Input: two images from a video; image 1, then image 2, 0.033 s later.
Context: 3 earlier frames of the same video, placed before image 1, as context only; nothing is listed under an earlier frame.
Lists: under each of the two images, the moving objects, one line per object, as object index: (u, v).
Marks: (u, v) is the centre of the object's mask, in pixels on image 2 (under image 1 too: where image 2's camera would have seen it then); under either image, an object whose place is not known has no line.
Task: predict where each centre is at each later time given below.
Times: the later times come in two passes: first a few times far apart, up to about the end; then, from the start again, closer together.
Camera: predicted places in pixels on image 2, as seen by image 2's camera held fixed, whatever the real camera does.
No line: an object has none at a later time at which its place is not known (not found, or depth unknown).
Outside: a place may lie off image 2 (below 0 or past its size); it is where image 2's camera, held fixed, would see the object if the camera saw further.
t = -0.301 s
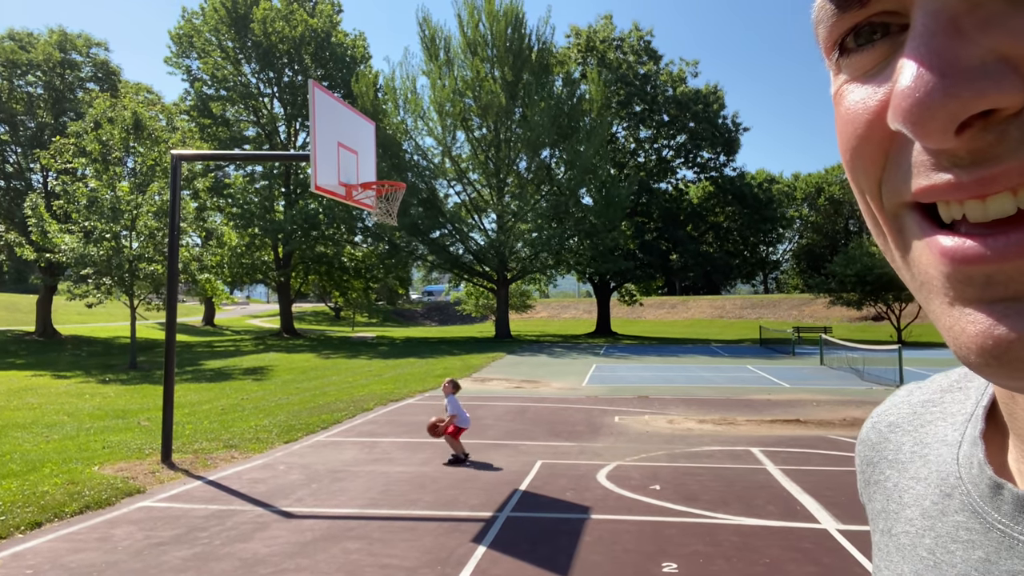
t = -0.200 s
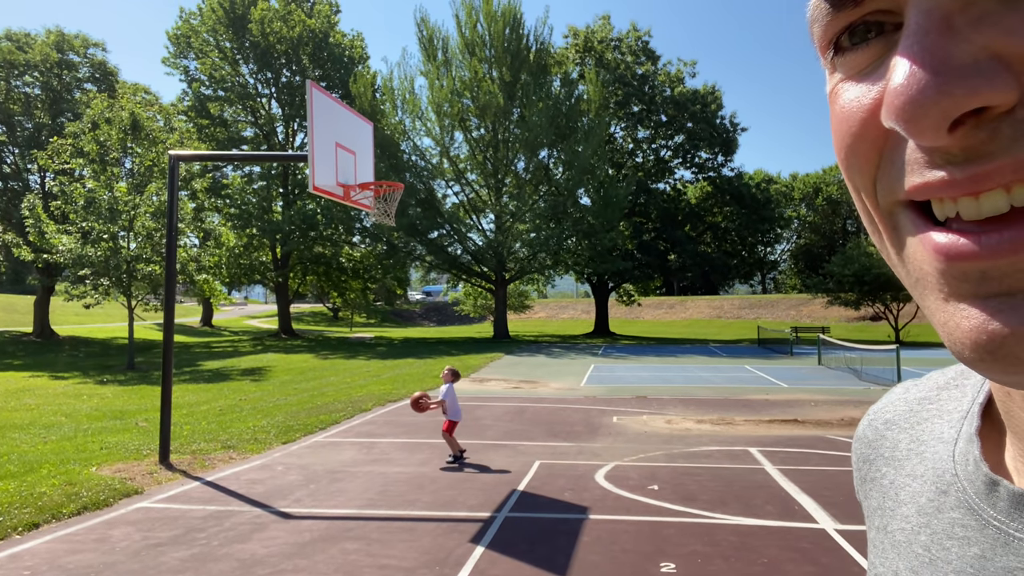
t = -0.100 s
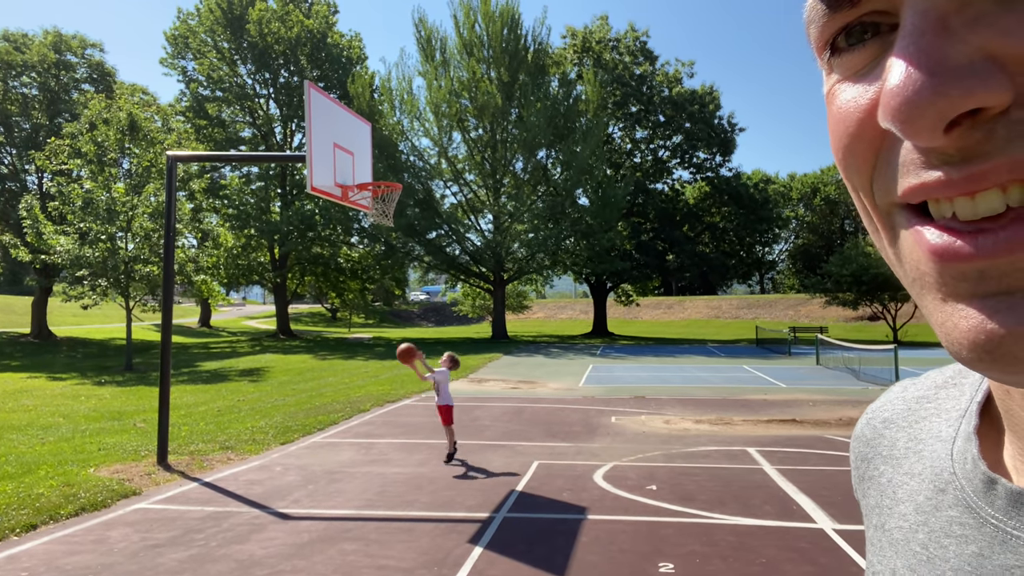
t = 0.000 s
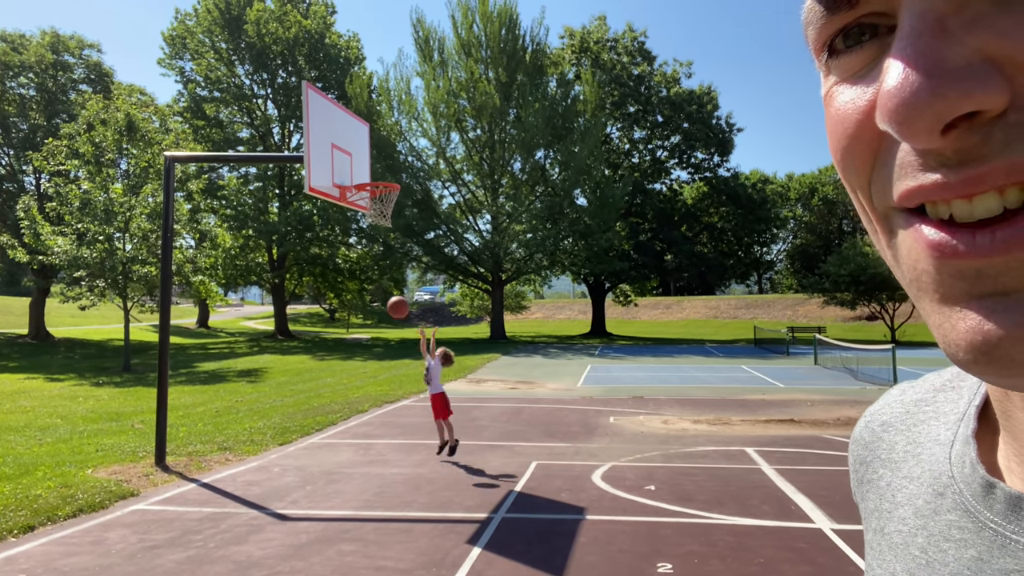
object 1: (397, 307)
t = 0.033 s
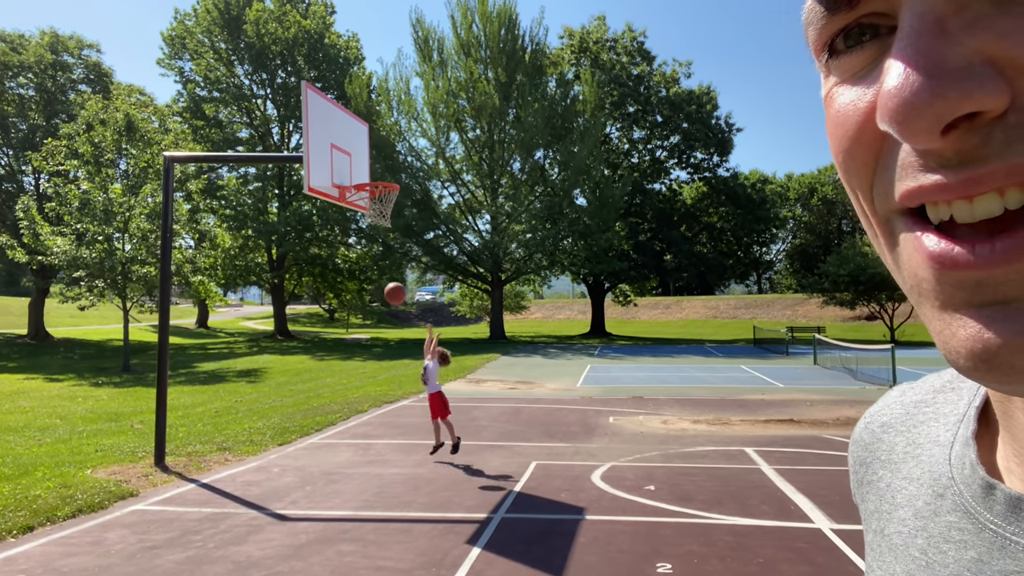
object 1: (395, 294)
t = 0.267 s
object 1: (378, 228)
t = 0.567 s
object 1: (371, 225)
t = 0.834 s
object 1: (378, 295)
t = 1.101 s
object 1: (383, 438)
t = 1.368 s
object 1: (382, 360)
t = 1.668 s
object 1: (381, 294)
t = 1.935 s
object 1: (381, 307)
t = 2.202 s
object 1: (382, 386)
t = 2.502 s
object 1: (382, 410)
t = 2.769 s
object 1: (379, 350)
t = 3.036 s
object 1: (377, 358)
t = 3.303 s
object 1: (376, 431)
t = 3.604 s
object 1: (373, 395)
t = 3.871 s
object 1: (371, 380)
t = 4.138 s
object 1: (368, 428)
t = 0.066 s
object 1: (393, 280)
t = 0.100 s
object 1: (390, 268)
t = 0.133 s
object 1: (388, 258)
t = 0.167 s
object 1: (386, 248)
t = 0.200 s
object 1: (383, 239)
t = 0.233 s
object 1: (380, 233)
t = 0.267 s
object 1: (378, 228)
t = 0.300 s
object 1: (375, 225)
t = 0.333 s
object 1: (369, 214)
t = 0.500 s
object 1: (370, 218)
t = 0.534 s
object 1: (369, 221)
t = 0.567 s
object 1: (371, 225)
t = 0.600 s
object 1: (373, 228)
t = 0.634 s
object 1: (374, 233)
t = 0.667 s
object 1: (375, 241)
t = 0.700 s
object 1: (375, 250)
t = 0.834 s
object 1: (378, 295)
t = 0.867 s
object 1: (378, 309)
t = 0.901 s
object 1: (379, 324)
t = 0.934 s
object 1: (380, 342)
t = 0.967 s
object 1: (380, 358)
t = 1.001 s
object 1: (381, 377)
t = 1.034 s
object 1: (382, 396)
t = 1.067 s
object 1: (382, 417)
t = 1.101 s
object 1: (383, 438)
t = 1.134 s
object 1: (383, 461)
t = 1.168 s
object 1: (383, 455)
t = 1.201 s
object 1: (383, 436)
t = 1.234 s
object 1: (383, 419)
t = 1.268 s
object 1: (382, 403)
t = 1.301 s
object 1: (382, 387)
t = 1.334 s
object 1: (382, 374)
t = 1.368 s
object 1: (382, 360)
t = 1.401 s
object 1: (382, 349)
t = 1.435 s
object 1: (382, 339)
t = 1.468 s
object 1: (382, 329)
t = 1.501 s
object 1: (382, 320)
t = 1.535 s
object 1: (381, 313)
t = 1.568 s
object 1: (381, 307)
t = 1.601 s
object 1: (382, 301)
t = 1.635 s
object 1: (381, 297)
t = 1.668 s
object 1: (381, 294)
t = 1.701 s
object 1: (381, 293)
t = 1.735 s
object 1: (381, 292)
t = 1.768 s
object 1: (381, 292)
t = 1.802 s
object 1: (381, 293)
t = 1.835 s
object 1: (381, 294)
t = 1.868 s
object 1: (382, 298)
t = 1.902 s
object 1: (381, 302)
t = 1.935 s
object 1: (381, 307)
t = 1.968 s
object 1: (382, 313)
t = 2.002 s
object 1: (382, 320)
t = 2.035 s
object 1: (382, 329)
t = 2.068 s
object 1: (382, 339)
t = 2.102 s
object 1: (382, 349)
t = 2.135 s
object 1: (382, 360)
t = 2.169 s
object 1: (382, 372)
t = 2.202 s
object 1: (382, 386)
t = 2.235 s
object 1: (382, 400)
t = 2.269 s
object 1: (383, 416)
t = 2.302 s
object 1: (383, 432)
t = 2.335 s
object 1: (383, 450)
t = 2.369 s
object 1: (383, 466)
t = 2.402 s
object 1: (383, 450)
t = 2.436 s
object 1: (382, 435)
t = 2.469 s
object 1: (382, 422)
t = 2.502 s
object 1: (382, 410)
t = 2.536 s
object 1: (381, 398)
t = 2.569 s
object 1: (381, 388)
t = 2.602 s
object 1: (381, 379)
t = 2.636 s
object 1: (381, 371)
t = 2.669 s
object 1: (380, 364)
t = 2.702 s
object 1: (380, 358)
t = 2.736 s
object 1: (379, 354)
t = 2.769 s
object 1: (379, 350)
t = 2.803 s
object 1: (379, 348)
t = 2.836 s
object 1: (379, 347)
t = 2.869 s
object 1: (379, 347)
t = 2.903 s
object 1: (378, 347)
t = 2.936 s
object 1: (378, 348)
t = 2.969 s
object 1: (378, 350)
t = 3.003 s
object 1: (378, 354)
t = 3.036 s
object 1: (377, 358)
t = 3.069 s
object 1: (377, 364)
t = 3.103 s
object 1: (377, 371)
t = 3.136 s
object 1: (377, 379)
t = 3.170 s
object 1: (377, 387)
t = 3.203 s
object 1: (376, 396)
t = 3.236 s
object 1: (376, 407)
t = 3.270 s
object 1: (376, 419)
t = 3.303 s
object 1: (376, 431)
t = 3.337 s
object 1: (376, 445)
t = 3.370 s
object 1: (376, 460)
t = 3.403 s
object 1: (375, 451)
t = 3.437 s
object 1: (375, 439)
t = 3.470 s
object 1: (375, 428)
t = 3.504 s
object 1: (374, 418)
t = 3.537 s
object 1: (374, 409)
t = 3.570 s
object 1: (374, 402)
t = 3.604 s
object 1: (373, 395)
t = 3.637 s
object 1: (373, 390)
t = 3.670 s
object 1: (373, 385)
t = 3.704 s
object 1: (372, 382)
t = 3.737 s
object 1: (372, 379)
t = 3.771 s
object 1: (372, 378)
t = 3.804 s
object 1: (371, 377)
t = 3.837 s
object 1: (371, 378)
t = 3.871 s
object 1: (371, 380)
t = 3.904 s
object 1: (370, 382)
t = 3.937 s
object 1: (370, 386)
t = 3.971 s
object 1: (370, 391)
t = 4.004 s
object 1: (370, 396)
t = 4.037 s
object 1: (369, 403)
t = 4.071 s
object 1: (369, 410)
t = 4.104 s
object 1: (368, 419)
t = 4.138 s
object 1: (368, 428)
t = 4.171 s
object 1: (368, 439)
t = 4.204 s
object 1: (368, 450)
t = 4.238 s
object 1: (367, 453)
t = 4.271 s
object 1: (367, 443)
